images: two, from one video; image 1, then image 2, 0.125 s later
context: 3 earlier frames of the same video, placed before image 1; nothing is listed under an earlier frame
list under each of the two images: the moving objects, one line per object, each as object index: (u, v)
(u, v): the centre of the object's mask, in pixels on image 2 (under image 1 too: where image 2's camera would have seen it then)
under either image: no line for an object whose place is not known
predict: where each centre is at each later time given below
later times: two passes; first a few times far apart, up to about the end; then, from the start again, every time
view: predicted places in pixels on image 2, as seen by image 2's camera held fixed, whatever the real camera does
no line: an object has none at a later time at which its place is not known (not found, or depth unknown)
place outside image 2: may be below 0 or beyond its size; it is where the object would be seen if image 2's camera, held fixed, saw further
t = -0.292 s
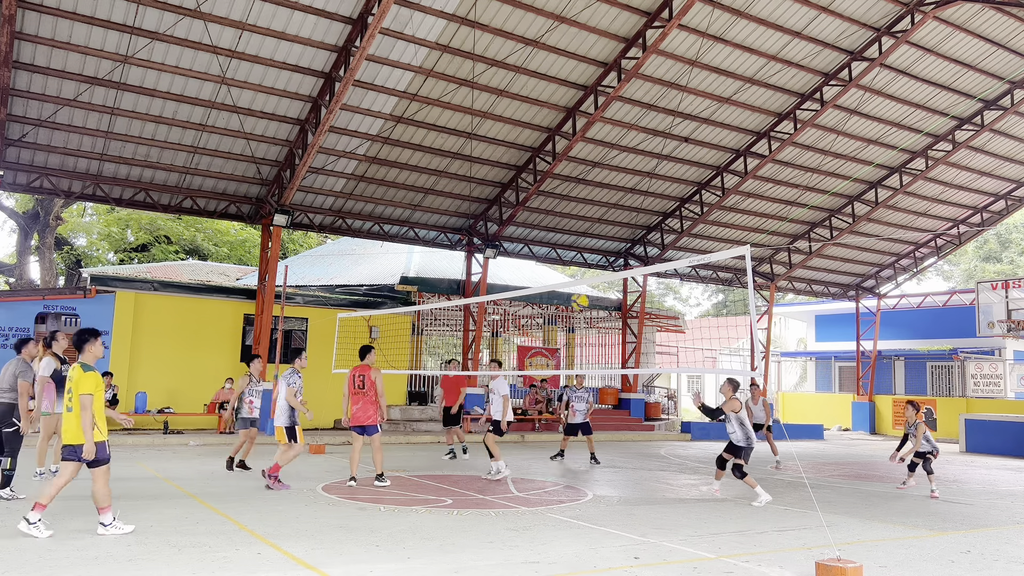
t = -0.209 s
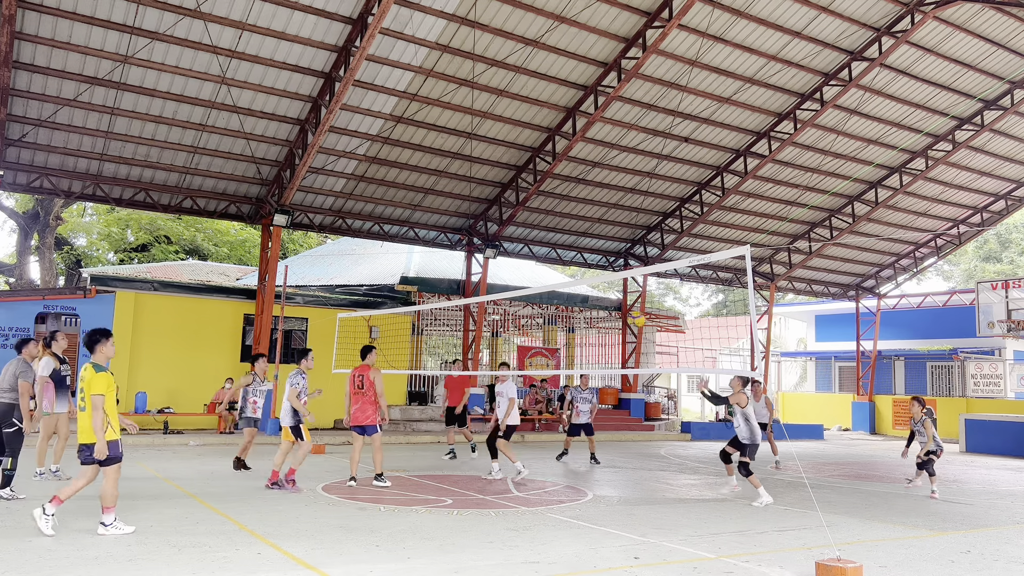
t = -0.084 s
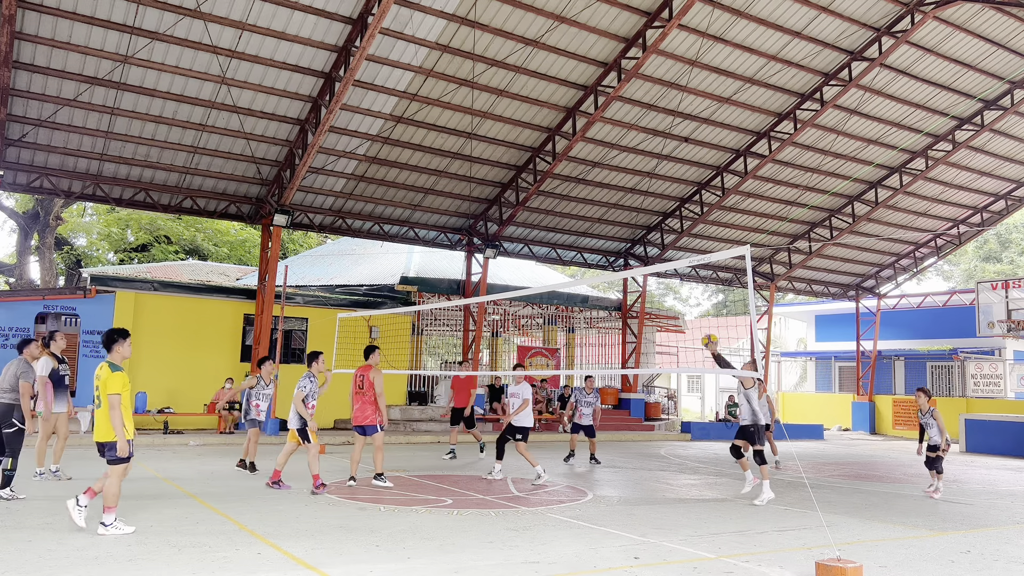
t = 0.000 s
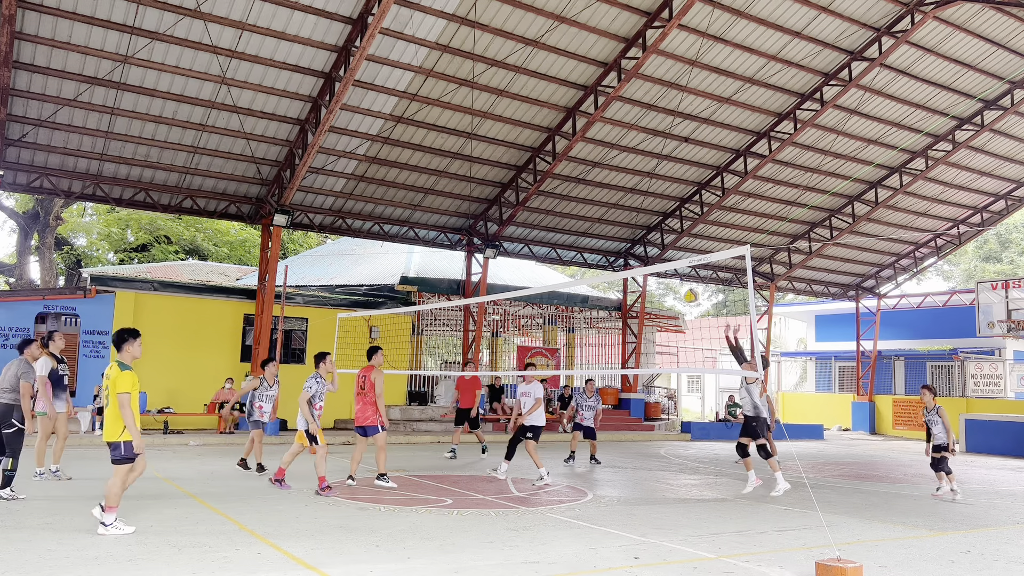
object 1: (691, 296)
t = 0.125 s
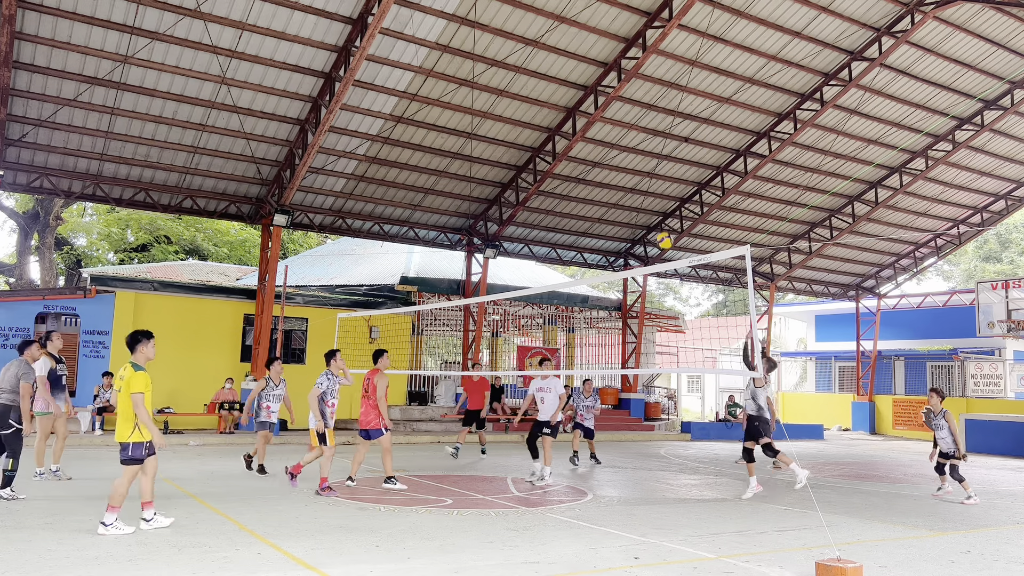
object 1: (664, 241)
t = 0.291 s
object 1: (631, 189)
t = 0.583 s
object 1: (578, 149)
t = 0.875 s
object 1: (527, 167)
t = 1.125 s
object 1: (485, 225)
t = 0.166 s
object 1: (656, 225)
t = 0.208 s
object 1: (648, 212)
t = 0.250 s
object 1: (639, 199)
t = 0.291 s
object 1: (631, 189)
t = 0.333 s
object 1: (624, 179)
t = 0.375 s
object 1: (616, 171)
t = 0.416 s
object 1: (608, 164)
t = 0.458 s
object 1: (600, 159)
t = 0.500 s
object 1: (593, 154)
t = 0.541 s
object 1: (585, 150)
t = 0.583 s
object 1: (578, 149)
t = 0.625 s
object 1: (571, 148)
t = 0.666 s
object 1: (563, 148)
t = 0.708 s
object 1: (555, 149)
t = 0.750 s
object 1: (548, 153)
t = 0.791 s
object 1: (541, 156)
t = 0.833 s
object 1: (534, 161)
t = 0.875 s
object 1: (527, 167)
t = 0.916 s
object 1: (520, 174)
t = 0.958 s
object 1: (512, 182)
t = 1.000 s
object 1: (506, 192)
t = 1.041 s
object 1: (499, 202)
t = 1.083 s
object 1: (492, 213)
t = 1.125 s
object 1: (485, 225)
